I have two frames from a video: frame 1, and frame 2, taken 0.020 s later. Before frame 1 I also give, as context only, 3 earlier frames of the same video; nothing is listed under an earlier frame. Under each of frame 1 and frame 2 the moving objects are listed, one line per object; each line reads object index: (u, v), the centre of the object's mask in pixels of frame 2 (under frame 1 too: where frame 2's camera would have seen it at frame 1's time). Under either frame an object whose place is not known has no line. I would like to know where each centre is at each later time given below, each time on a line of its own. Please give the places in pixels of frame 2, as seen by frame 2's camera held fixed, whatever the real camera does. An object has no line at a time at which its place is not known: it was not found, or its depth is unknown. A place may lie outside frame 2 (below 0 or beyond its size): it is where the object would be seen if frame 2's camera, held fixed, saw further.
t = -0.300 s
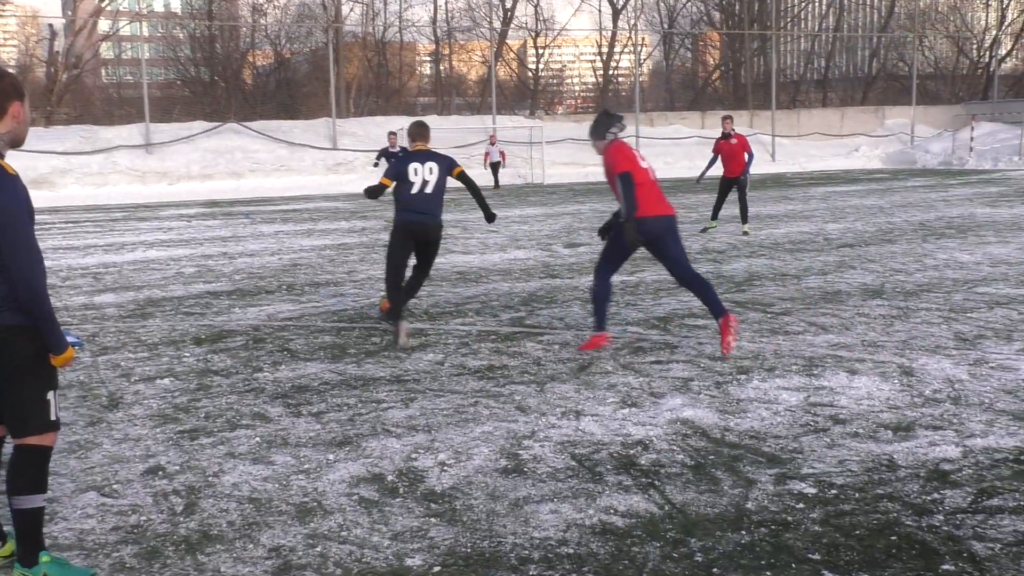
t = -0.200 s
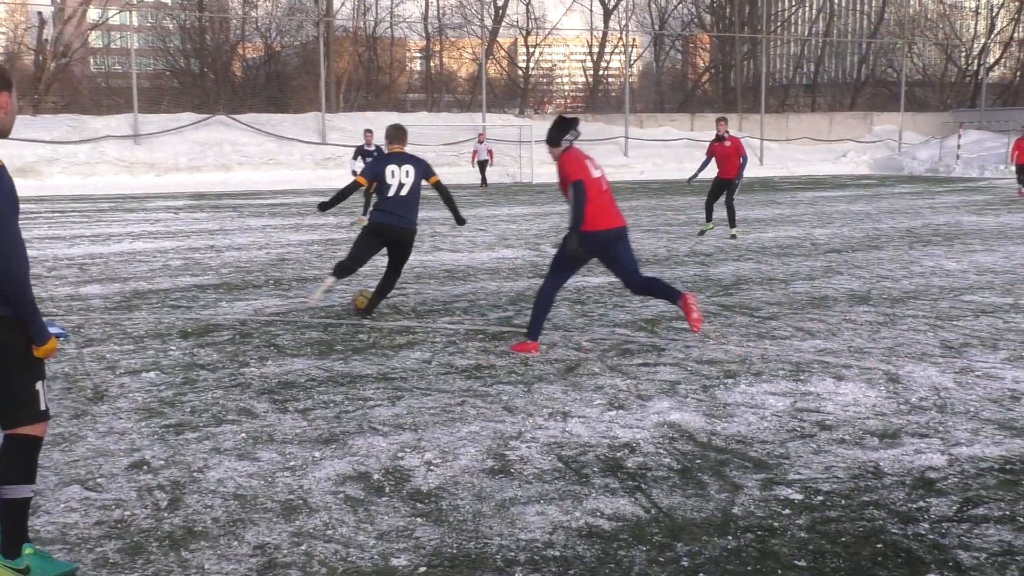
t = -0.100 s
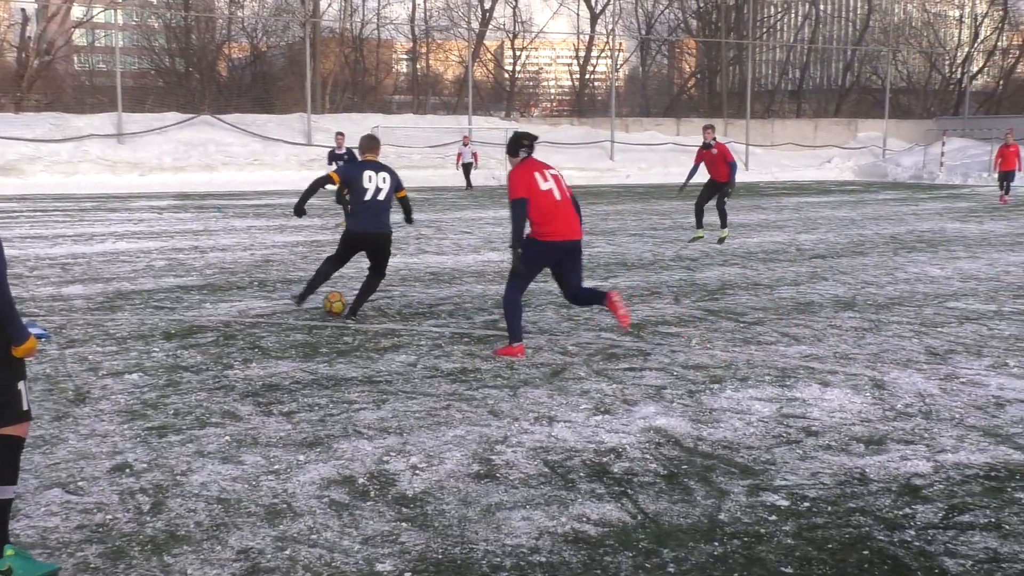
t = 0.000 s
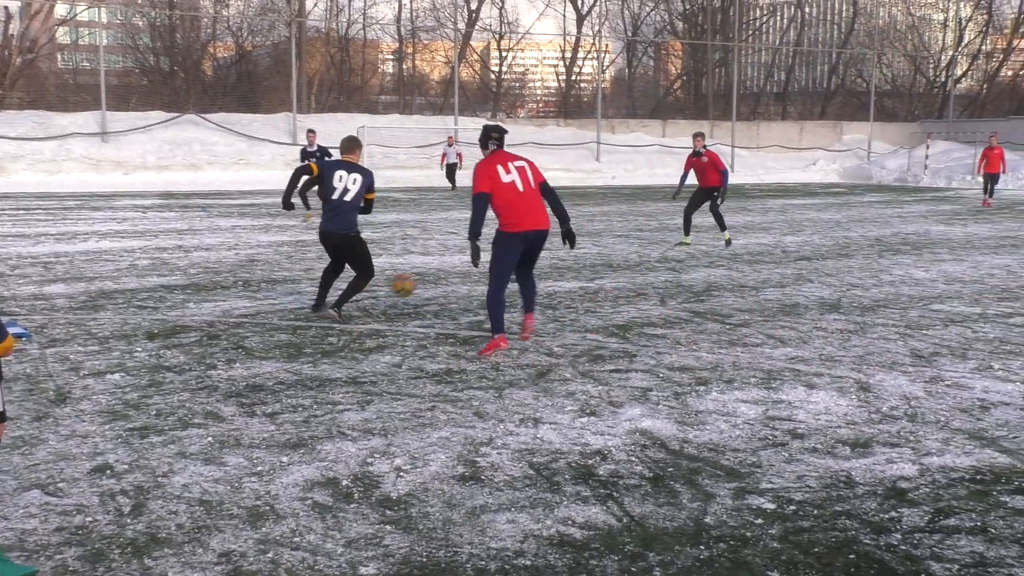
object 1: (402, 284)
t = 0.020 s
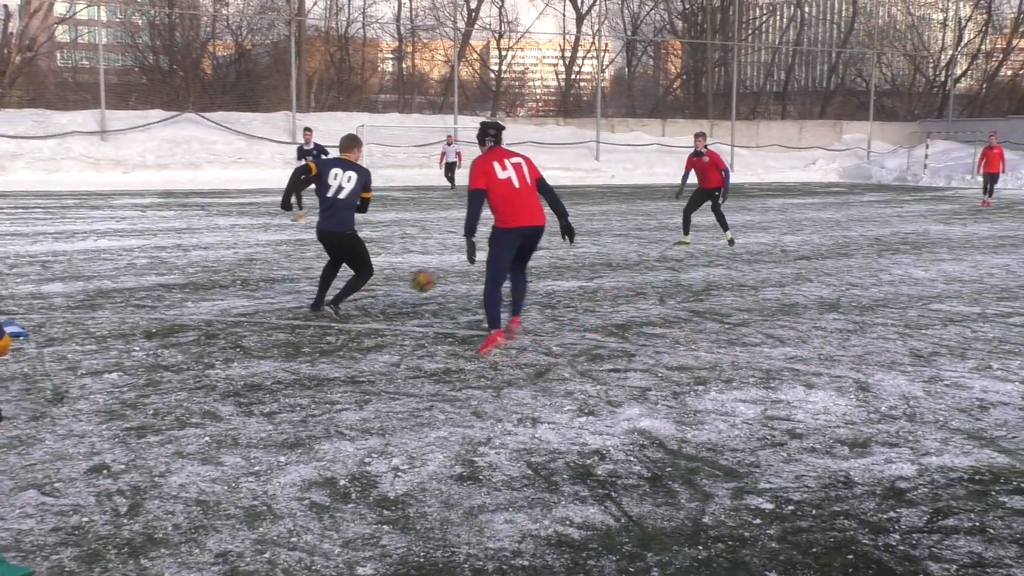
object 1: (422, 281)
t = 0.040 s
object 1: (443, 277)
